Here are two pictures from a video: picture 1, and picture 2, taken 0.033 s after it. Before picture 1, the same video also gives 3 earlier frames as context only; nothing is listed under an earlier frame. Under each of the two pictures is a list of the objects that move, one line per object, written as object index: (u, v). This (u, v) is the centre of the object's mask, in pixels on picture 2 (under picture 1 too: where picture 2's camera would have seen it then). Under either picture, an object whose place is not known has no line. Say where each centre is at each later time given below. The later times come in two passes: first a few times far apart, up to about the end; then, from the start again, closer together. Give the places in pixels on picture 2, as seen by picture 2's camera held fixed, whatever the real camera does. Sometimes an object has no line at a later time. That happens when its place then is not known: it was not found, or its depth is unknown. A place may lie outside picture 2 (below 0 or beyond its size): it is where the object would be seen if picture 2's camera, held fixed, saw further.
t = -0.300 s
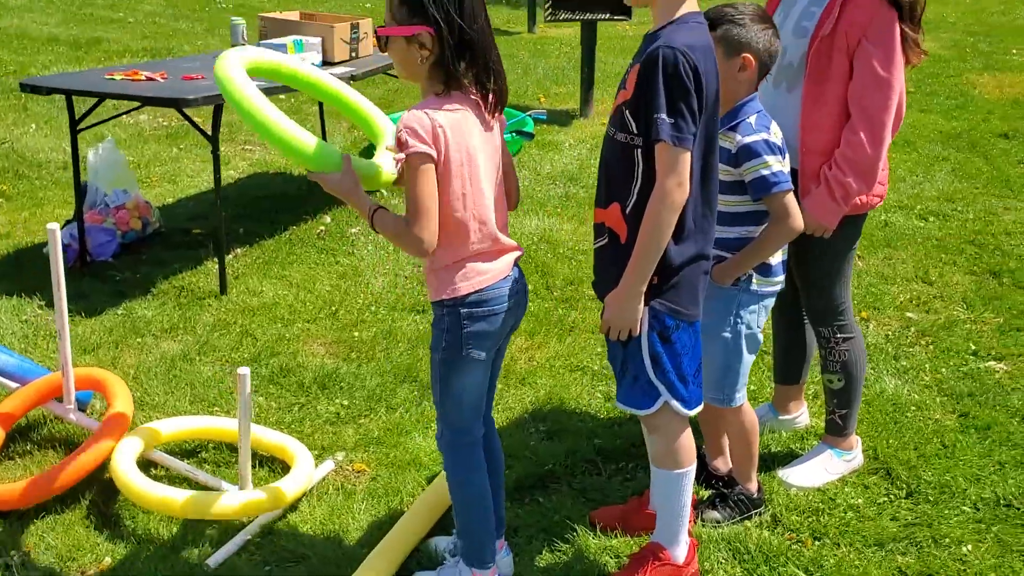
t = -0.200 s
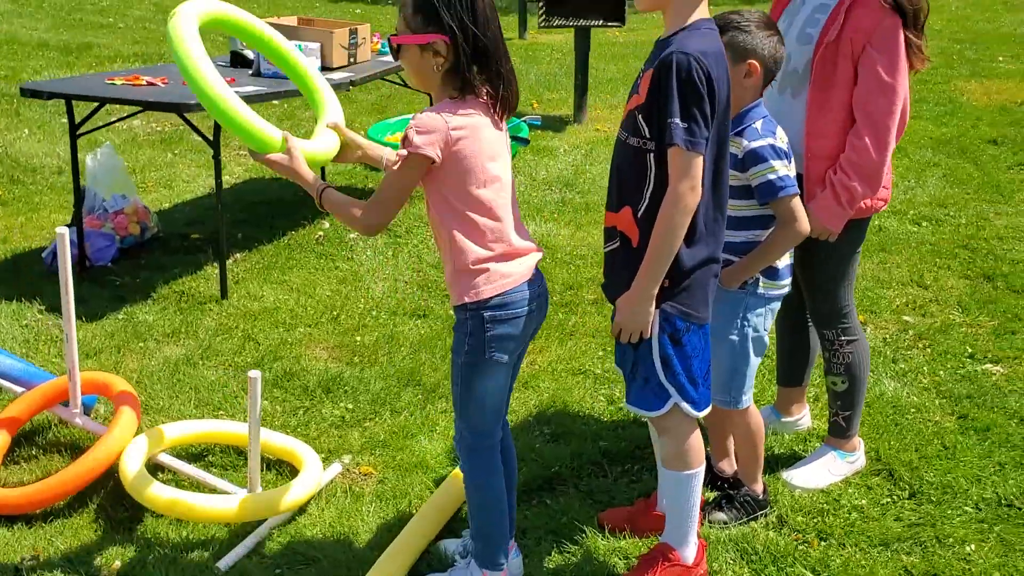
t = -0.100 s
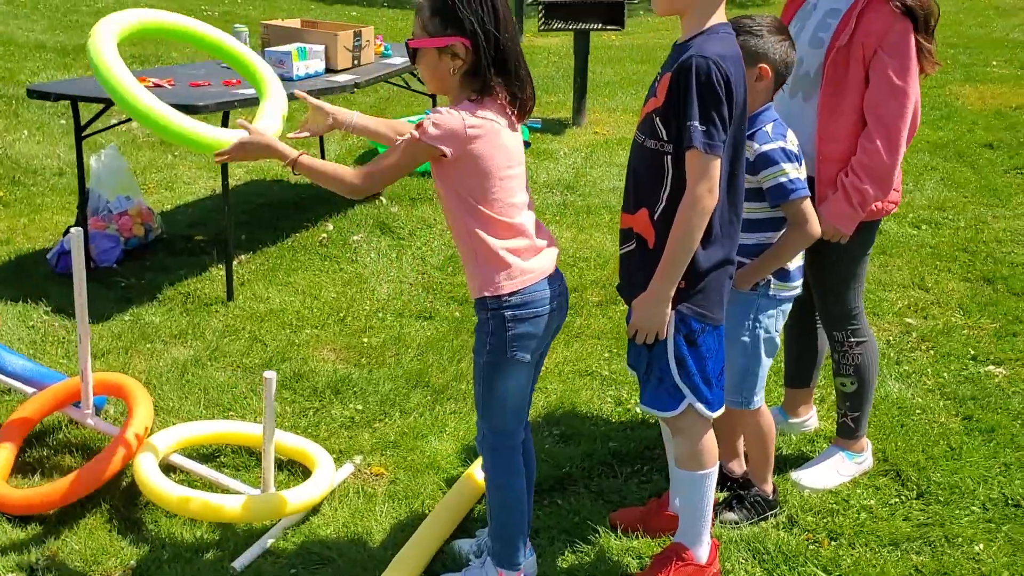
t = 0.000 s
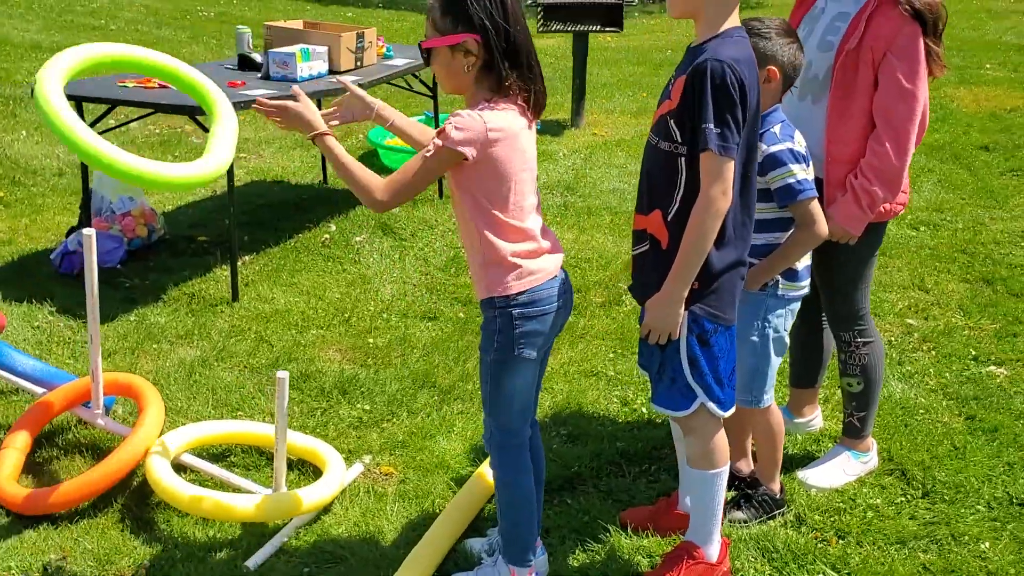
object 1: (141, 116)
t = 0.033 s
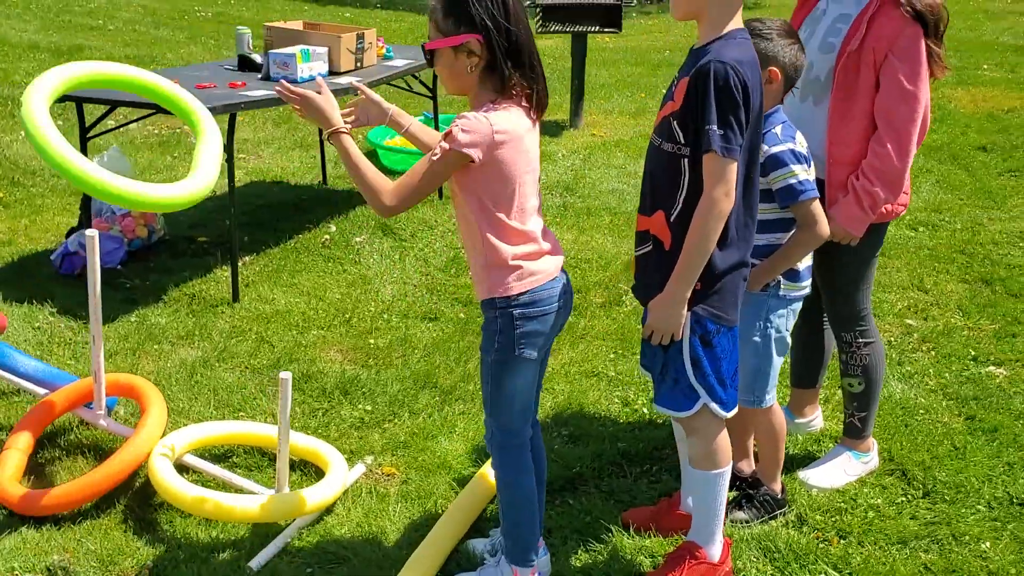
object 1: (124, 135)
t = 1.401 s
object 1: (39, 468)
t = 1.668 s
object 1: (54, 467)
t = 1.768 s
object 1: (38, 467)
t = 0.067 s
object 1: (108, 157)
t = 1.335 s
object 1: (42, 468)
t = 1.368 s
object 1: (39, 468)
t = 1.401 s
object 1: (39, 468)
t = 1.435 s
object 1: (53, 468)
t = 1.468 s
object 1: (45, 468)
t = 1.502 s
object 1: (51, 468)
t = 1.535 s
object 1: (53, 468)
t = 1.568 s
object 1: (52, 468)
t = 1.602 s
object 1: (36, 467)
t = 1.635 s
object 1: (45, 468)
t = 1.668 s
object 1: (54, 467)
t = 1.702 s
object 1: (50, 468)
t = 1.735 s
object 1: (45, 468)
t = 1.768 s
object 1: (38, 467)
